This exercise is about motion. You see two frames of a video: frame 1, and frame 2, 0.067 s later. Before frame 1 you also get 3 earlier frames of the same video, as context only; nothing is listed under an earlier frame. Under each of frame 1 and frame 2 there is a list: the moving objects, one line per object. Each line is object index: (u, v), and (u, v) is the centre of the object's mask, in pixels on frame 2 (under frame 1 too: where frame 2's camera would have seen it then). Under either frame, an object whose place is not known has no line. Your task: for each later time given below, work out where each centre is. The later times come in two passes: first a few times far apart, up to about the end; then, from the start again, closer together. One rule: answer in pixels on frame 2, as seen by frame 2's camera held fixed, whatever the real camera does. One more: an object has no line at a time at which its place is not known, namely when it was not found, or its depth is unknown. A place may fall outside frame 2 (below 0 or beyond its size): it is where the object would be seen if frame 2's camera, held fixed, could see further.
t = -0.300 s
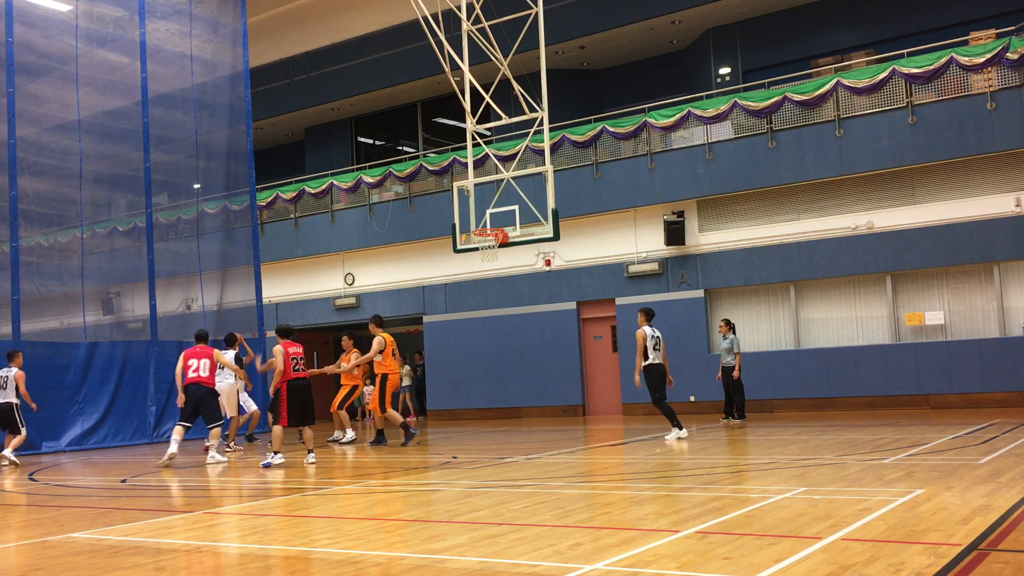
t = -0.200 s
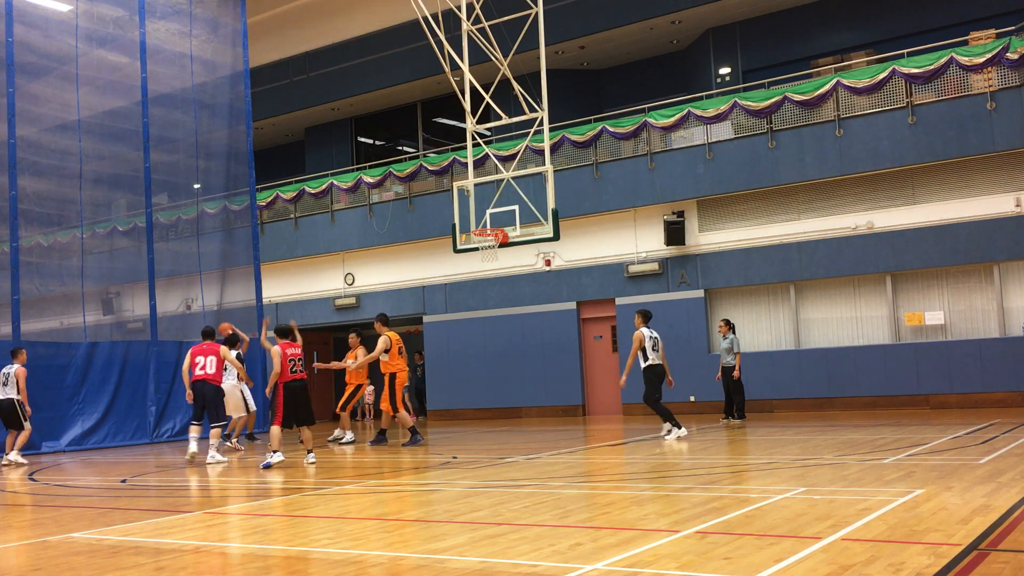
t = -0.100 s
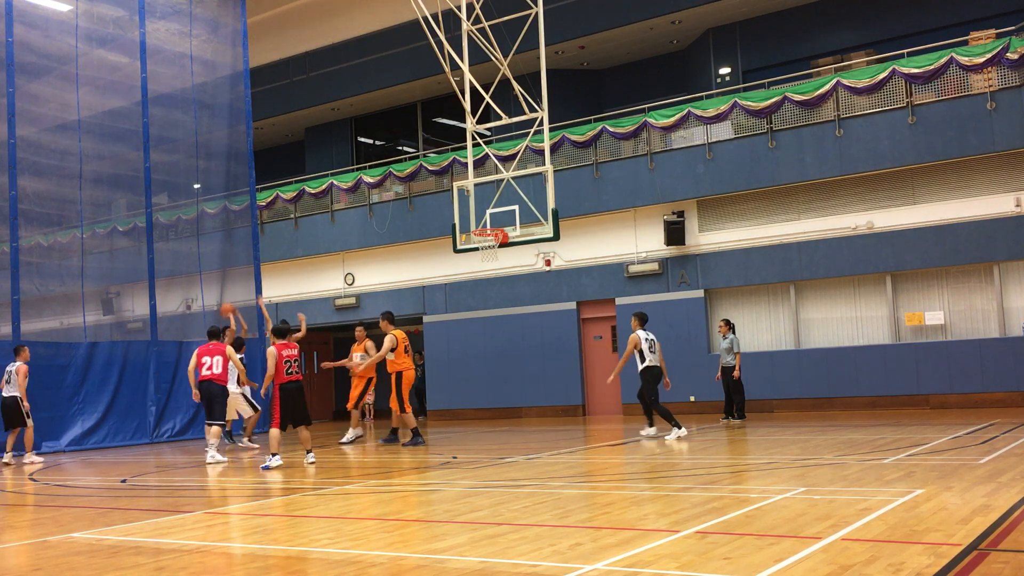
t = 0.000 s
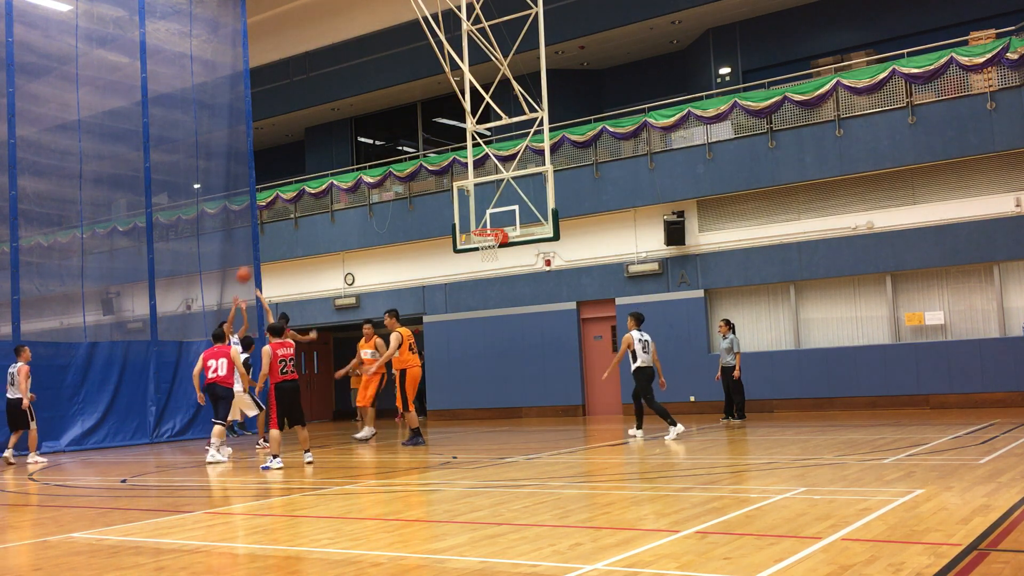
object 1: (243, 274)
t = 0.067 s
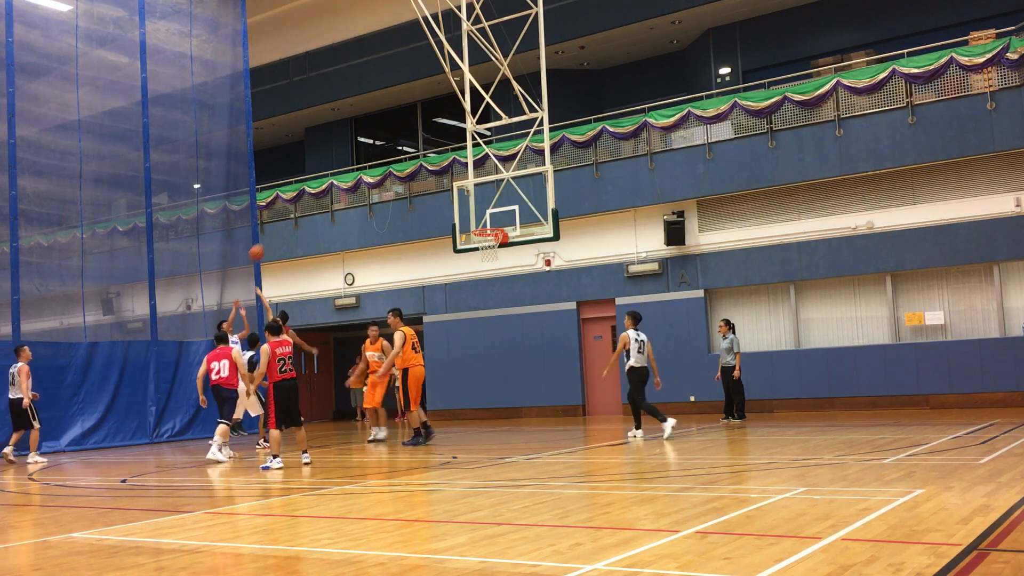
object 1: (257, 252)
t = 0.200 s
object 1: (284, 214)
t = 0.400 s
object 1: (325, 175)
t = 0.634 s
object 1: (375, 158)
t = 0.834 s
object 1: (420, 169)
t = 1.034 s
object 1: (469, 205)
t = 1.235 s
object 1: (492, 260)
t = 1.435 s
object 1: (486, 327)
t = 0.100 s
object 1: (264, 240)
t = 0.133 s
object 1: (270, 231)
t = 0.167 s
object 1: (277, 223)
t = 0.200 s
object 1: (284, 214)
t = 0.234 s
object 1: (291, 206)
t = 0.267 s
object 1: (297, 199)
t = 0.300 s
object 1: (304, 192)
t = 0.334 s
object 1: (311, 185)
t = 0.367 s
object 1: (318, 180)
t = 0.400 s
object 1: (325, 175)
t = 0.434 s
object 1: (332, 170)
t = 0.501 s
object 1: (346, 164)
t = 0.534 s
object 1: (353, 161)
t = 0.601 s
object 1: (368, 158)
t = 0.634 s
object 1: (375, 158)
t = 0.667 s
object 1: (383, 158)
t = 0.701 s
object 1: (390, 158)
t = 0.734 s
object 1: (398, 160)
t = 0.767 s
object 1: (405, 162)
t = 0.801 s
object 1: (413, 165)
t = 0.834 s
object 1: (420, 169)
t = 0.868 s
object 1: (429, 173)
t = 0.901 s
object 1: (437, 178)
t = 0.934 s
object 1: (445, 184)
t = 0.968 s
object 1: (453, 190)
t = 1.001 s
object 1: (461, 197)
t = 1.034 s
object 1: (469, 205)
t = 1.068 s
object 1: (478, 214)
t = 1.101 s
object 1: (487, 222)
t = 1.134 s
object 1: (495, 234)
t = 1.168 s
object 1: (495, 241)
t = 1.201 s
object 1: (493, 251)
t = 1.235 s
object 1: (492, 260)
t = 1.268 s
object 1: (491, 269)
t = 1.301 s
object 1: (489, 281)
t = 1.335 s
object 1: (488, 290)
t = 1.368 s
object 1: (487, 302)
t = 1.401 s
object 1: (487, 314)
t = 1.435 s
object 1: (486, 327)
